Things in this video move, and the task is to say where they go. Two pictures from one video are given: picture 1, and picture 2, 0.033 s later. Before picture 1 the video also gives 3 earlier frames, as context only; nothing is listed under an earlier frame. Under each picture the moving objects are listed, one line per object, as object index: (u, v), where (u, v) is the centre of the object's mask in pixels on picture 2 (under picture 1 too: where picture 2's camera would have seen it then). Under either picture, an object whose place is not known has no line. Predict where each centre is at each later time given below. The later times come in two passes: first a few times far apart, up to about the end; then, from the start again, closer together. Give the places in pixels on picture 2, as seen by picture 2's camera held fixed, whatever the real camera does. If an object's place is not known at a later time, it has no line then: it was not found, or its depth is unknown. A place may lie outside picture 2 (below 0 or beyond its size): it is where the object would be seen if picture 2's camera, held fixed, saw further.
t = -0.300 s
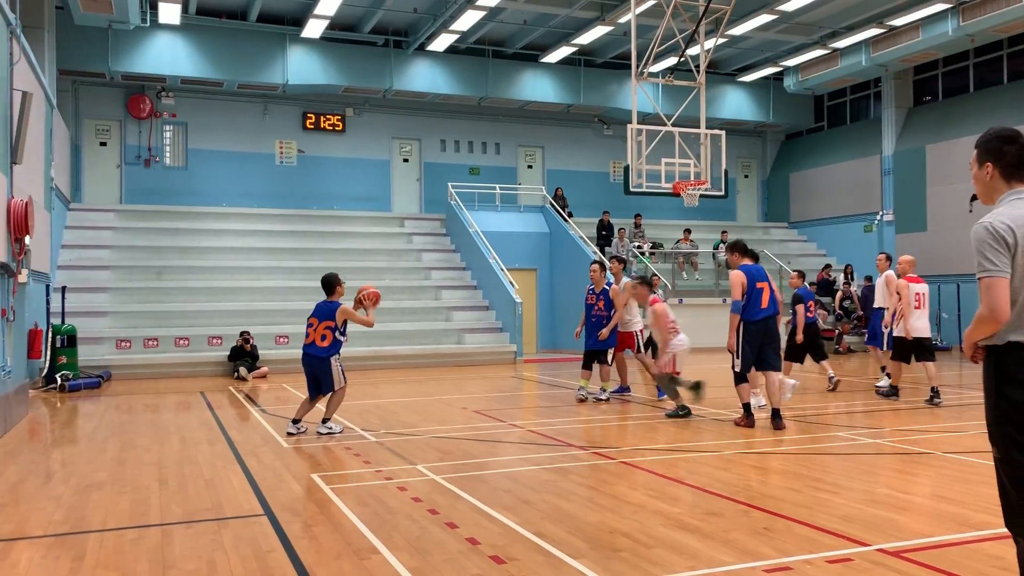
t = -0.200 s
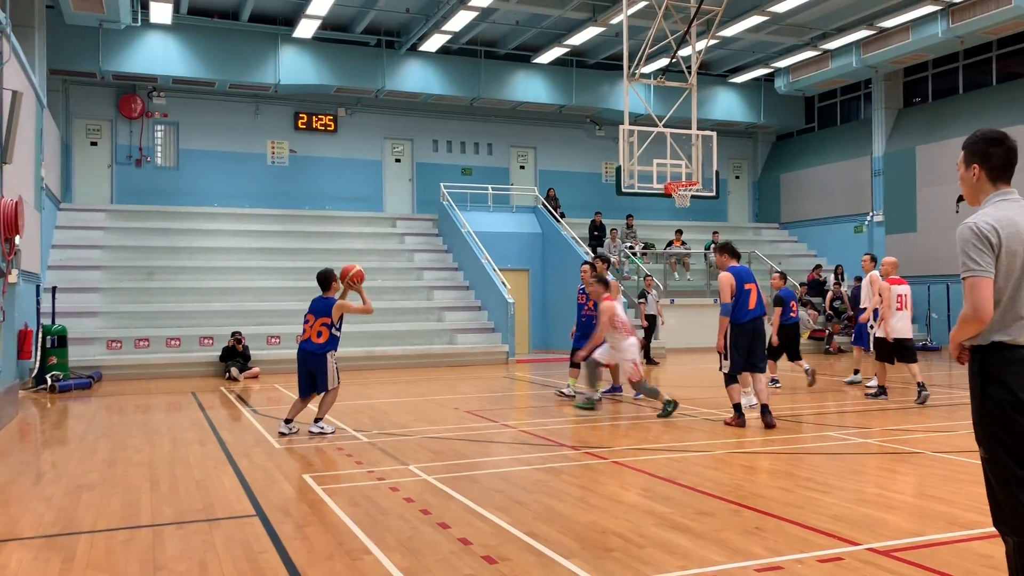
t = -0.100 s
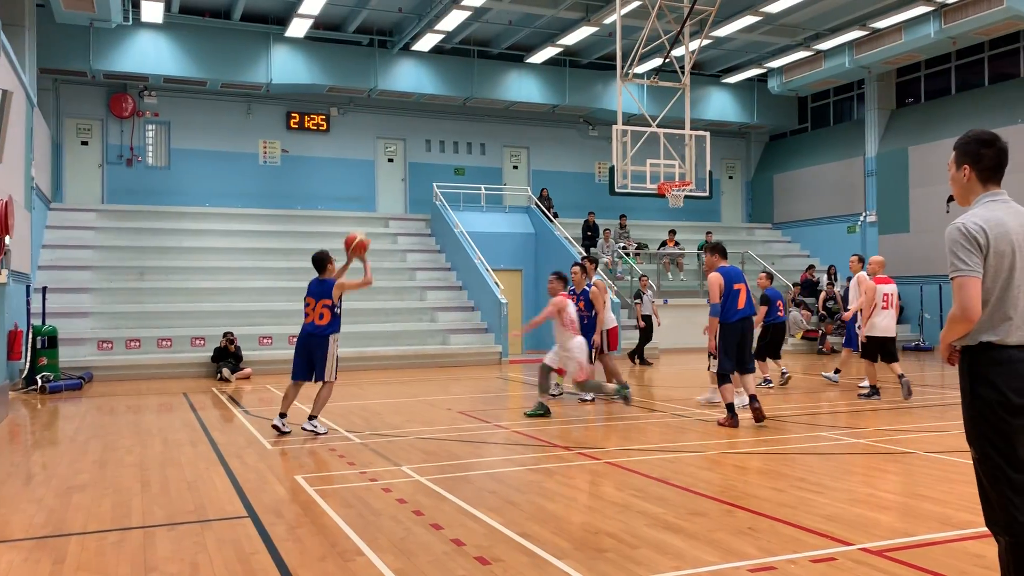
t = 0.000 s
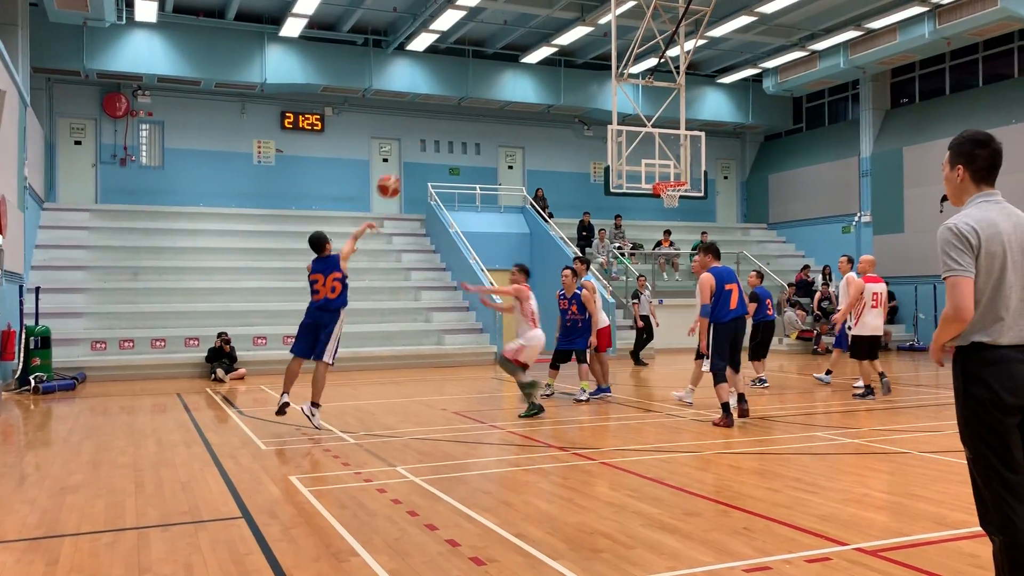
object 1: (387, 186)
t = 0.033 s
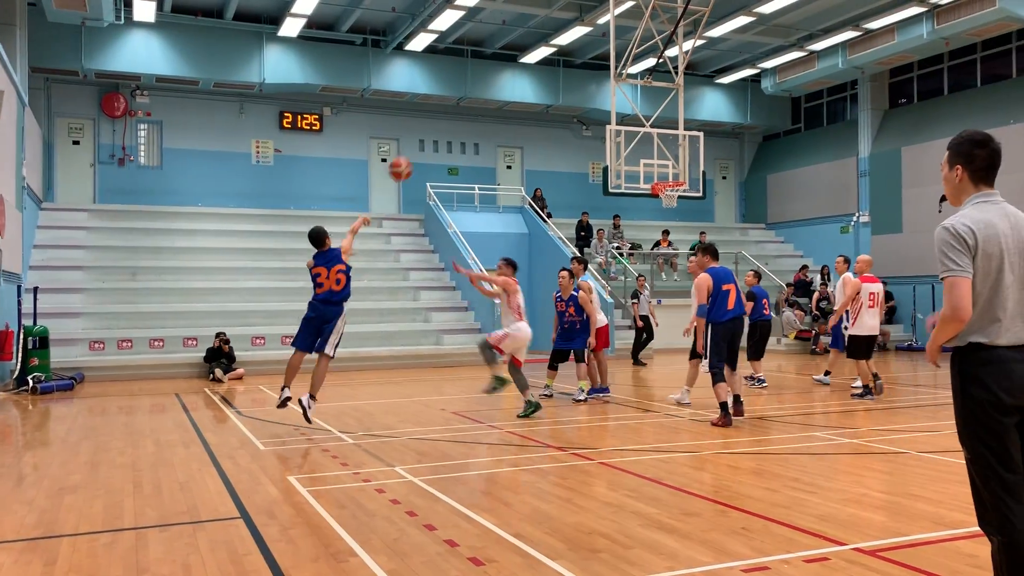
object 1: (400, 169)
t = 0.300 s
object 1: (490, 81)
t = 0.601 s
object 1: (568, 66)
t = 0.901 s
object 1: (631, 114)
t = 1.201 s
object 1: (673, 192)
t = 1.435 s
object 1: (642, 216)
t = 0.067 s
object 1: (413, 153)
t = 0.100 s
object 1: (425, 139)
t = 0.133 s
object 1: (437, 126)
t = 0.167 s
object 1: (448, 114)
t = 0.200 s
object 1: (460, 104)
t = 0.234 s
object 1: (470, 95)
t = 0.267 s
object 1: (480, 88)
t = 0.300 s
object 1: (490, 81)
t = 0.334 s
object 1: (500, 75)
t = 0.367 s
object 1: (510, 71)
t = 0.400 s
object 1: (519, 67)
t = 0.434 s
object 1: (527, 65)
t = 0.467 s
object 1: (536, 64)
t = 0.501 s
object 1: (544, 64)
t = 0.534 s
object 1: (552, 63)
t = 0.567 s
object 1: (560, 64)
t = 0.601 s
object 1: (568, 66)
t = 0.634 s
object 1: (576, 68)
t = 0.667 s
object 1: (584, 71)
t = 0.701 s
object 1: (591, 76)
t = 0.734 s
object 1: (598, 80)
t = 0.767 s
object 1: (604, 86)
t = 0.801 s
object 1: (611, 92)
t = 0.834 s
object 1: (618, 99)
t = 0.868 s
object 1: (624, 106)
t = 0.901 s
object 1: (631, 114)
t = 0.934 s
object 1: (636, 122)
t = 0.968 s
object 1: (642, 131)
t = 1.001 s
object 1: (648, 140)
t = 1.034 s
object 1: (654, 150)
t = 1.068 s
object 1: (658, 161)
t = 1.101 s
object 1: (664, 172)
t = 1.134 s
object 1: (669, 178)
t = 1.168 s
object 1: (672, 189)
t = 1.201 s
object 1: (673, 192)
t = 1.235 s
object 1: (666, 197)
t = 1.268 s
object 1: (661, 199)
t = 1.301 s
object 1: (658, 200)
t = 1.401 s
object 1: (646, 211)
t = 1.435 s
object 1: (642, 216)
